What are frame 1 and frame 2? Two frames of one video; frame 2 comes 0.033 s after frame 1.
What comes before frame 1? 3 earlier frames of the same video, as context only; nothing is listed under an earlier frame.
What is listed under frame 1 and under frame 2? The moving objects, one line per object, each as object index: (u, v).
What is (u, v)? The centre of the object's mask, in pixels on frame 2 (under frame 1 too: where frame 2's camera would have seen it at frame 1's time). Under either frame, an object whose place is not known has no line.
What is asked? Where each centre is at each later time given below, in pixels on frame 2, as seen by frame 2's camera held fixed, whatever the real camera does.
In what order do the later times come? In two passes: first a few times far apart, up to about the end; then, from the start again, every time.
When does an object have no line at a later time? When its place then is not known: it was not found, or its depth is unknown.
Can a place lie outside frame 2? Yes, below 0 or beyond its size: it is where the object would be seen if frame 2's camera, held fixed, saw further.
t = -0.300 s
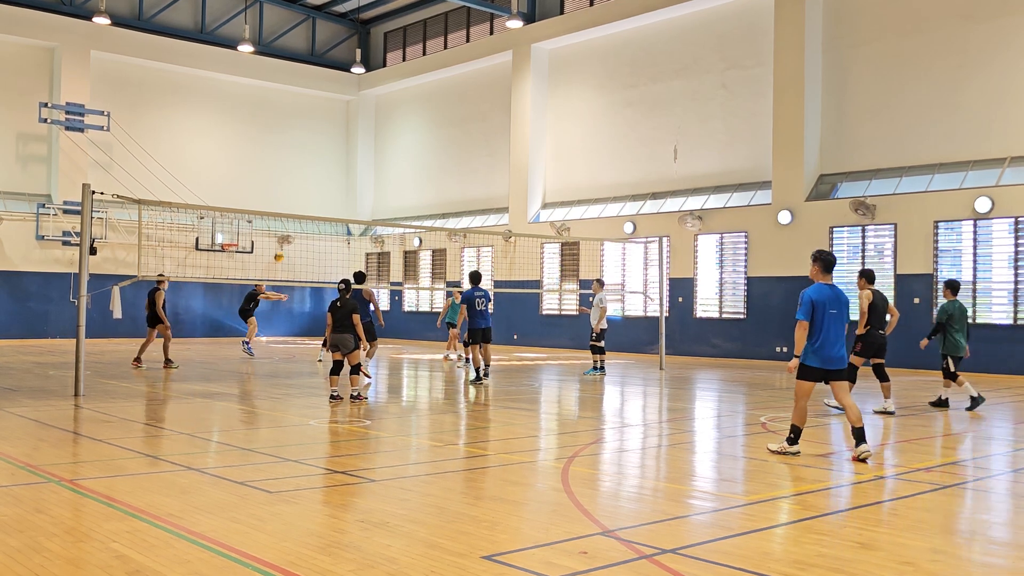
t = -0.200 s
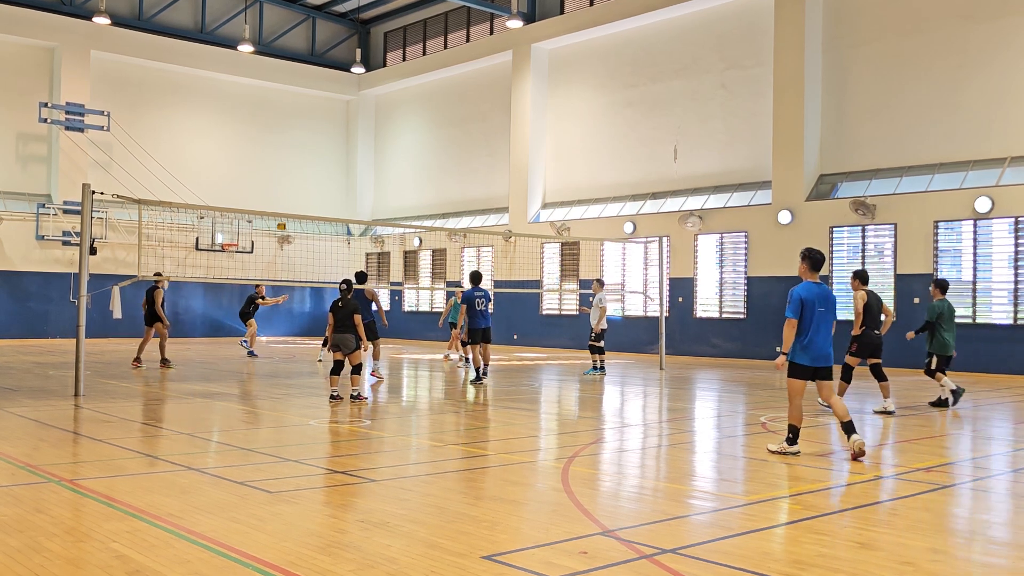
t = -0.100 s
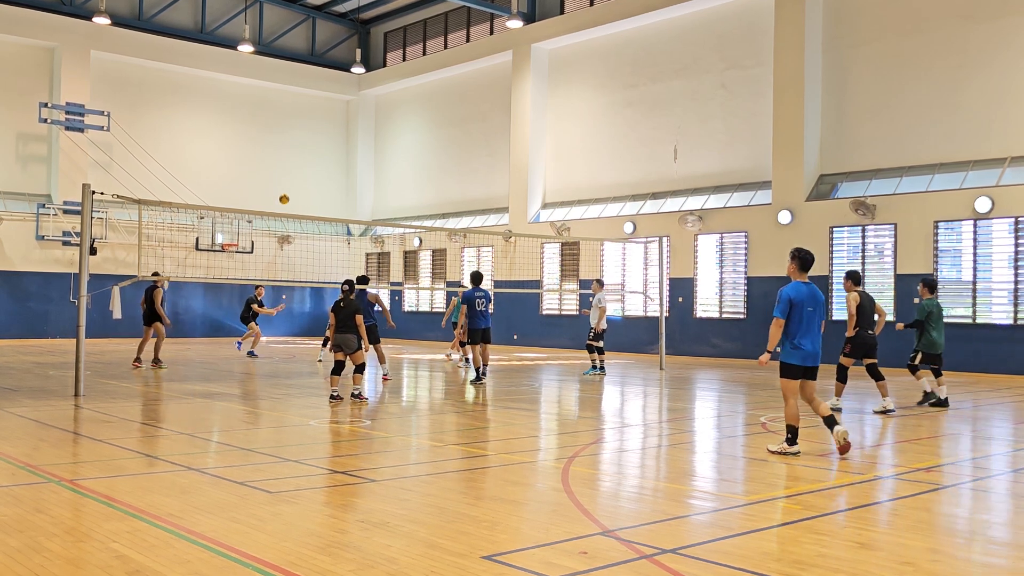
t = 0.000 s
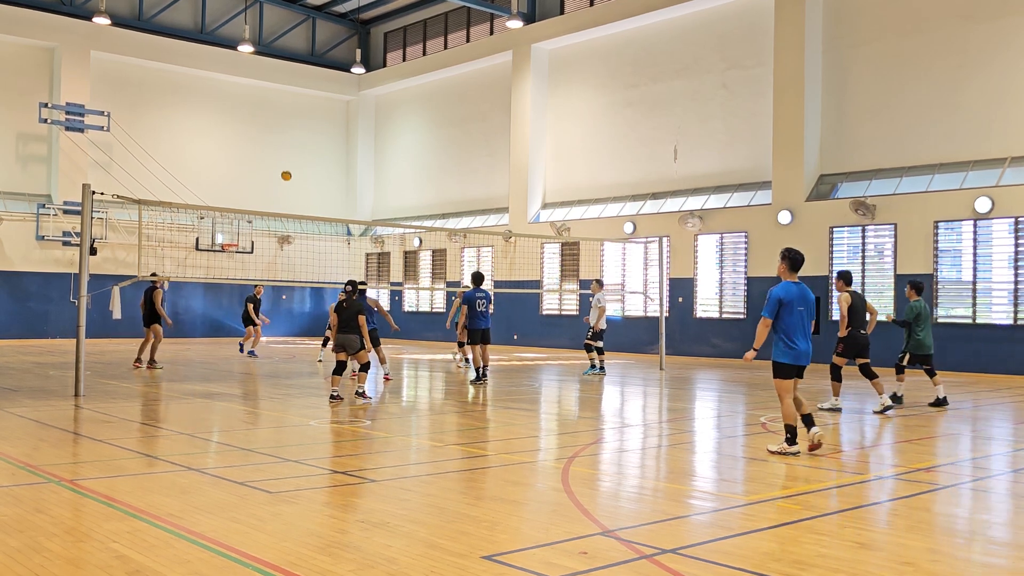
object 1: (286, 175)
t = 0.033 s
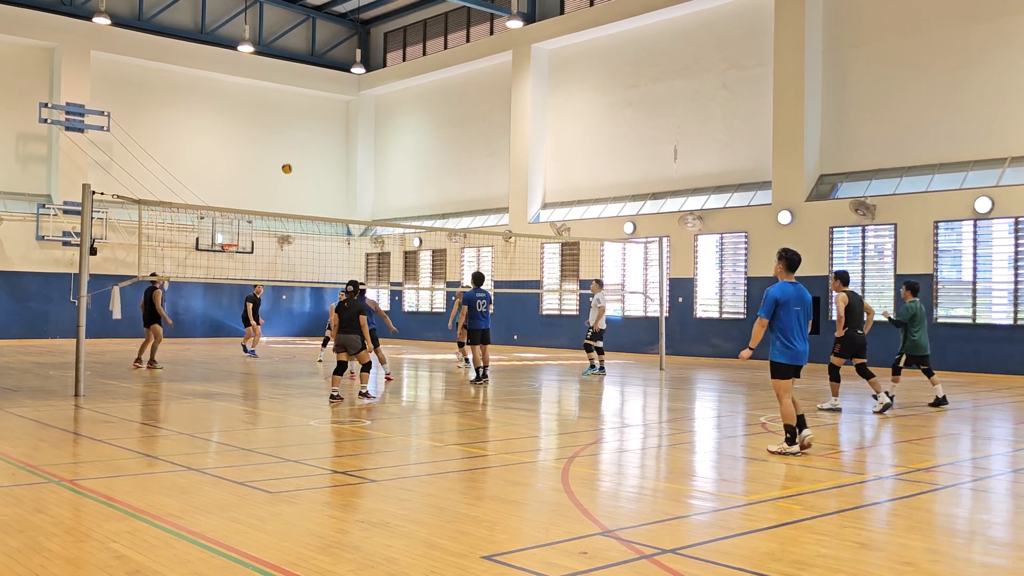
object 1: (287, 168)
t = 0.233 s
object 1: (290, 136)
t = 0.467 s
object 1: (293, 122)
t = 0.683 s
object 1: (296, 136)
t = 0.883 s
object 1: (299, 176)
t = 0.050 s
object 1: (287, 165)
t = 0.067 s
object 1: (287, 161)
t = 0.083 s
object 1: (288, 159)
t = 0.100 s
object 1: (288, 155)
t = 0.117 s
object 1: (288, 152)
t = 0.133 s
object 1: (288, 150)
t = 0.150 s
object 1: (289, 147)
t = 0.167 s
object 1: (289, 145)
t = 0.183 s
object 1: (289, 142)
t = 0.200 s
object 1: (290, 140)
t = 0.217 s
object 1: (290, 138)
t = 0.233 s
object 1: (290, 136)
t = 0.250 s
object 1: (290, 134)
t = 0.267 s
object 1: (291, 132)
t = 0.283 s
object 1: (291, 131)
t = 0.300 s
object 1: (291, 129)
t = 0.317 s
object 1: (291, 127)
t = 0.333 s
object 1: (292, 126)
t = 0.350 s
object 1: (292, 125)
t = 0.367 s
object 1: (292, 124)
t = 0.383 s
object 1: (292, 123)
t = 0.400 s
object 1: (292, 123)
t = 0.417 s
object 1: (293, 122)
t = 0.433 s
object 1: (293, 122)
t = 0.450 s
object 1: (293, 122)
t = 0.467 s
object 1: (293, 122)
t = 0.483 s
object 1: (293, 122)
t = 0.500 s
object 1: (294, 122)
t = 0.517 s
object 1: (294, 123)
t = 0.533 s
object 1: (294, 123)
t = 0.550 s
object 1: (294, 124)
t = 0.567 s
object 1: (294, 125)
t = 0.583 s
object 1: (295, 126)
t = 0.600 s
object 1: (295, 127)
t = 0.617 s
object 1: (295, 129)
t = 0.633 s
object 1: (295, 130)
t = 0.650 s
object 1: (296, 132)
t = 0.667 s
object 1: (296, 134)
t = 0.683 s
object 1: (296, 136)
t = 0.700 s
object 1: (296, 138)
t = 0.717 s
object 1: (296, 141)
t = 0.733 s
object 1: (296, 144)
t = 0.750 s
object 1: (297, 146)
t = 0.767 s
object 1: (297, 149)
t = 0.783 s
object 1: (297, 152)
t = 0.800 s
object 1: (298, 156)
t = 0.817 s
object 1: (298, 160)
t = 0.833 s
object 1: (298, 163)
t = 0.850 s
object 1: (298, 167)
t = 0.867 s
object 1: (298, 172)
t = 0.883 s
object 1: (299, 176)
